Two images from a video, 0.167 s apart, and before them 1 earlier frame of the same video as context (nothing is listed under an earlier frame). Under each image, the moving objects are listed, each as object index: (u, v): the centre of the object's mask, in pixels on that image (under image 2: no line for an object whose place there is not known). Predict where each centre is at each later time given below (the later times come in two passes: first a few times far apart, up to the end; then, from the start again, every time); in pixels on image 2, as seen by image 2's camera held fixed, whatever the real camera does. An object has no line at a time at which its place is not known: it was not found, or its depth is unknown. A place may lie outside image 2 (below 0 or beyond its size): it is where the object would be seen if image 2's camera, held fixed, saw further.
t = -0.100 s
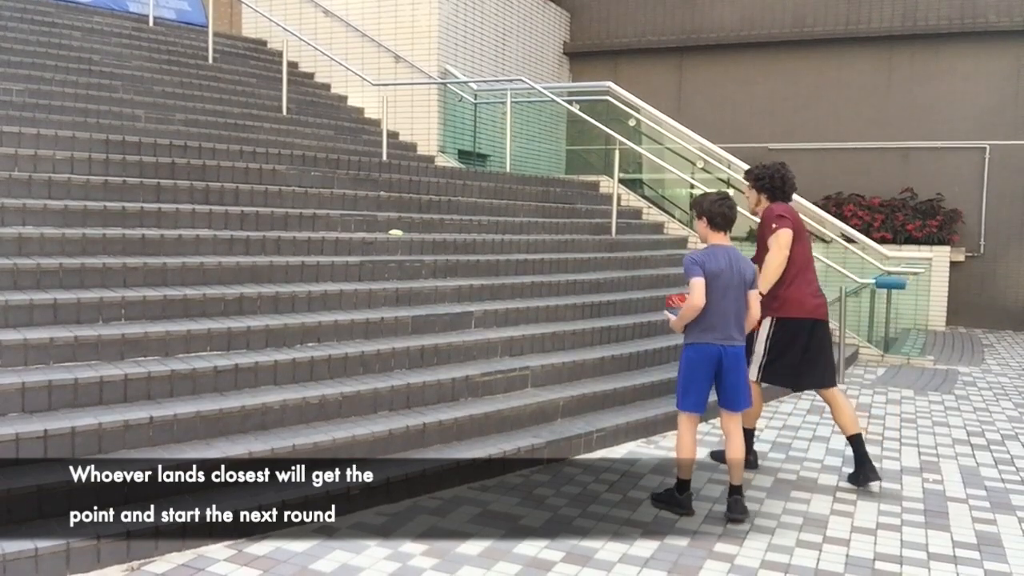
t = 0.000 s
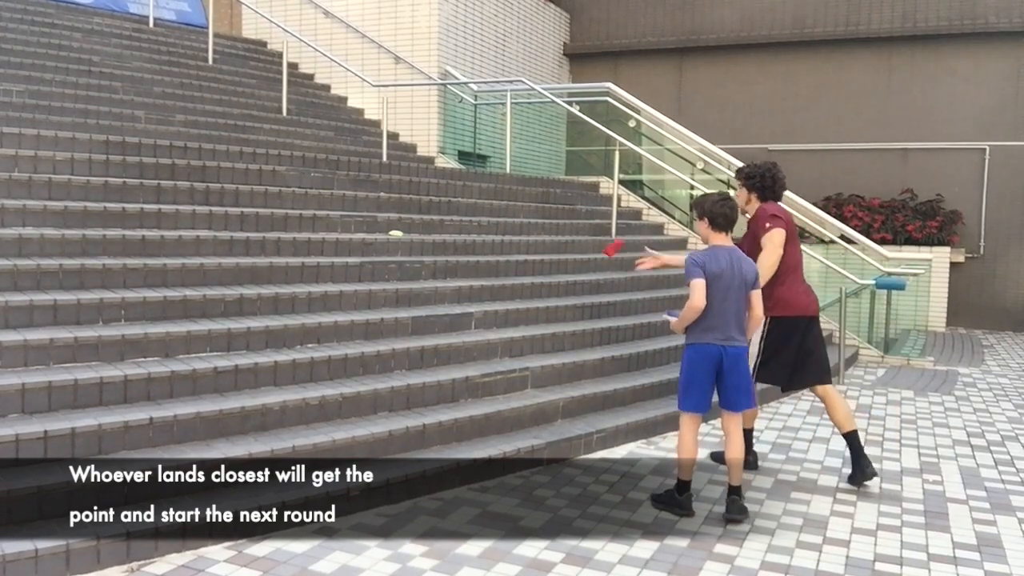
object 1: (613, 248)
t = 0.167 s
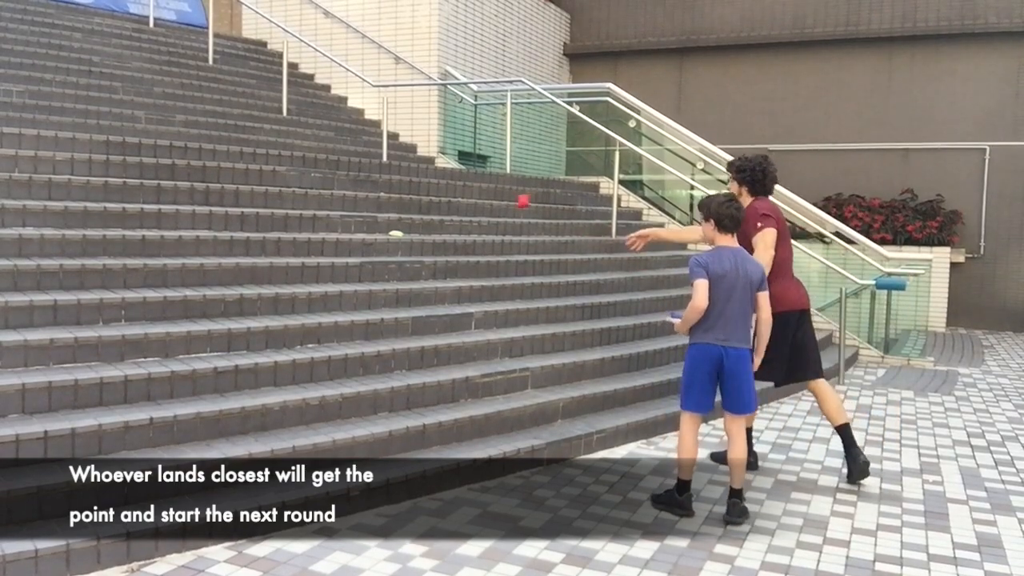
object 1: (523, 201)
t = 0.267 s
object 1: (474, 195)
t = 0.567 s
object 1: (408, 214)
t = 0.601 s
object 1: (409, 218)
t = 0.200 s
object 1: (506, 197)
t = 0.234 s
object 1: (490, 195)
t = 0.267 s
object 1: (474, 195)
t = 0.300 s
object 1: (459, 197)
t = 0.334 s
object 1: (444, 199)
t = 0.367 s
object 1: (430, 203)
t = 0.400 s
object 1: (415, 208)
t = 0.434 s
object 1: (403, 214)
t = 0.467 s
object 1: (405, 212)
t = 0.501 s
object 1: (405, 212)
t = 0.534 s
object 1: (406, 212)
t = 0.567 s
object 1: (408, 214)
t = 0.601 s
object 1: (409, 218)
